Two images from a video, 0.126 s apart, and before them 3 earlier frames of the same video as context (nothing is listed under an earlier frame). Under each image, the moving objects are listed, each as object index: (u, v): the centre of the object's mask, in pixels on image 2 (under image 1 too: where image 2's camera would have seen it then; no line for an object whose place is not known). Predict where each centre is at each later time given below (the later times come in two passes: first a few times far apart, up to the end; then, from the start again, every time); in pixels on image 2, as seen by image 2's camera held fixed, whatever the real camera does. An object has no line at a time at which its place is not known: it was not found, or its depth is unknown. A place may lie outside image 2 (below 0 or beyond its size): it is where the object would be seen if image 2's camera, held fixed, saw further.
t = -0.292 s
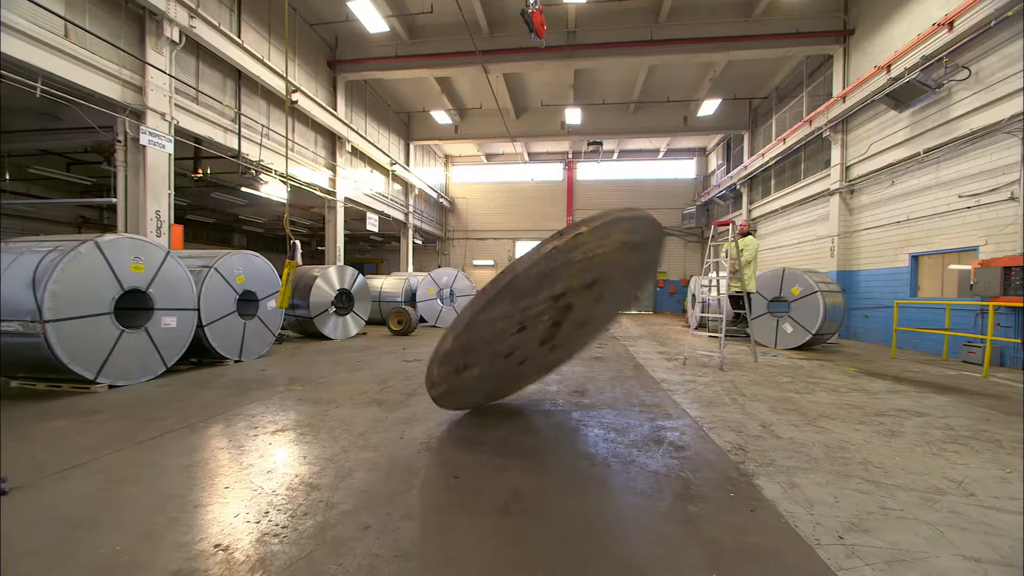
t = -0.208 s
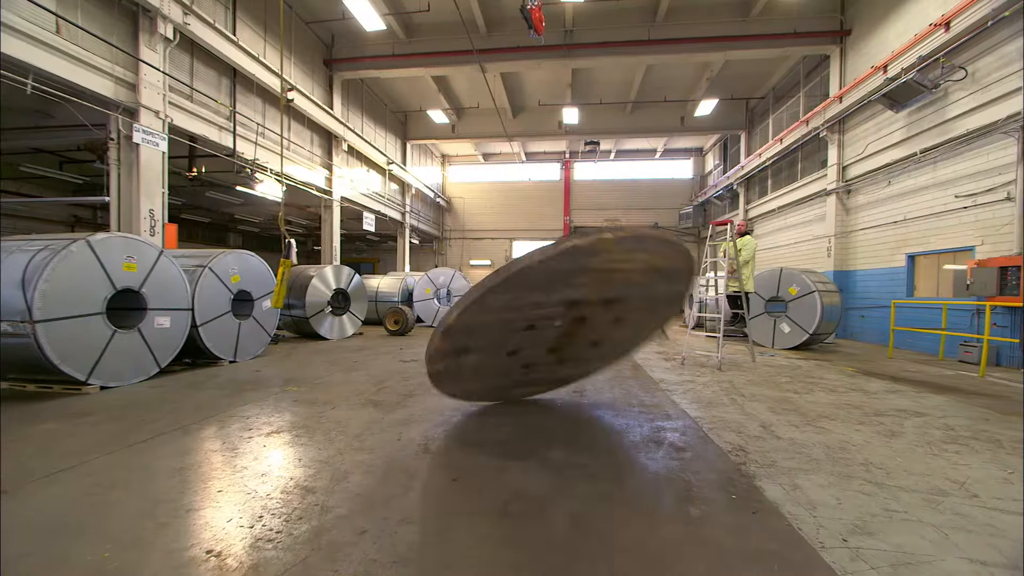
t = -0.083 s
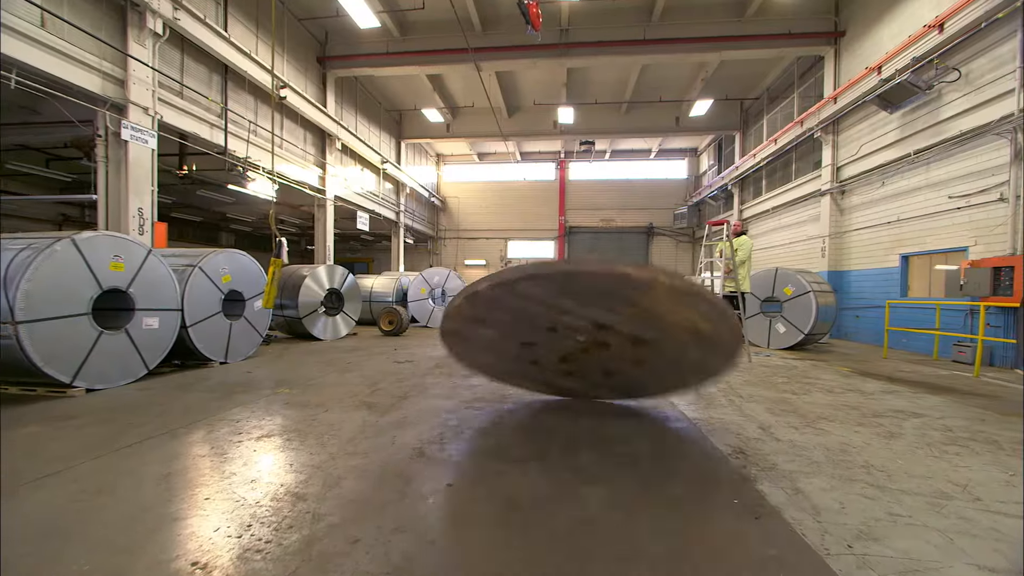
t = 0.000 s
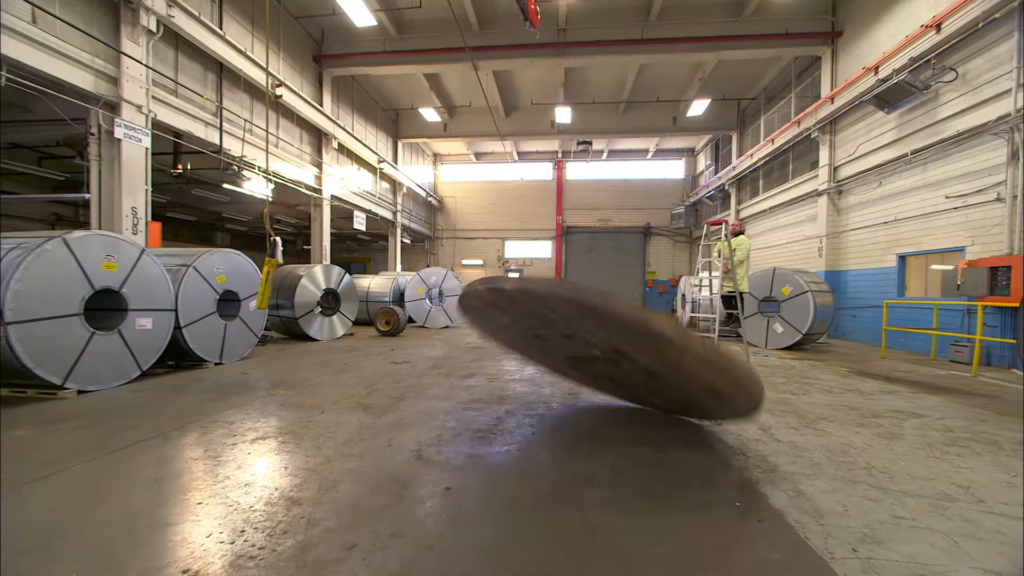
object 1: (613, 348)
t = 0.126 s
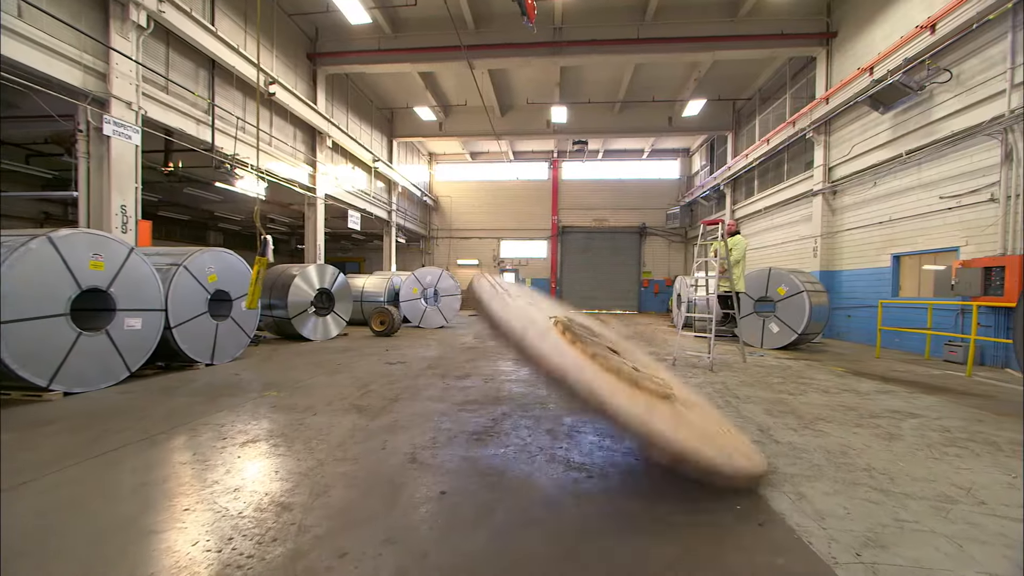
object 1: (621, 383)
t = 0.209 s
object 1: (612, 389)
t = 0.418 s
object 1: (625, 387)
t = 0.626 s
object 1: (623, 364)
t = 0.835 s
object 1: (598, 349)
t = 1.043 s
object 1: (629, 358)
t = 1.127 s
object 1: (648, 385)
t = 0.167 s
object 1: (615, 386)
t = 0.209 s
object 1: (612, 389)
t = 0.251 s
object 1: (614, 391)
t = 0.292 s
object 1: (616, 391)
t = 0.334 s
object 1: (618, 391)
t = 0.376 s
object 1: (622, 390)
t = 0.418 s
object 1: (625, 387)
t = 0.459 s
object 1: (627, 383)
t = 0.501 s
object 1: (628, 379)
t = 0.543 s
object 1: (628, 374)
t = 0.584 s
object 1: (626, 369)
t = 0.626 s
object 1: (623, 364)
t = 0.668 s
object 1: (620, 360)
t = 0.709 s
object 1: (618, 355)
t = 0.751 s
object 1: (611, 354)
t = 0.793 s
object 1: (609, 350)
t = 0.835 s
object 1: (598, 349)
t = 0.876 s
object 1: (599, 345)
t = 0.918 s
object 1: (604, 344)
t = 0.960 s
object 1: (610, 345)
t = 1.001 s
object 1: (620, 349)
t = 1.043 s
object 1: (629, 358)
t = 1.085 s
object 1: (639, 369)
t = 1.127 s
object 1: (648, 385)
